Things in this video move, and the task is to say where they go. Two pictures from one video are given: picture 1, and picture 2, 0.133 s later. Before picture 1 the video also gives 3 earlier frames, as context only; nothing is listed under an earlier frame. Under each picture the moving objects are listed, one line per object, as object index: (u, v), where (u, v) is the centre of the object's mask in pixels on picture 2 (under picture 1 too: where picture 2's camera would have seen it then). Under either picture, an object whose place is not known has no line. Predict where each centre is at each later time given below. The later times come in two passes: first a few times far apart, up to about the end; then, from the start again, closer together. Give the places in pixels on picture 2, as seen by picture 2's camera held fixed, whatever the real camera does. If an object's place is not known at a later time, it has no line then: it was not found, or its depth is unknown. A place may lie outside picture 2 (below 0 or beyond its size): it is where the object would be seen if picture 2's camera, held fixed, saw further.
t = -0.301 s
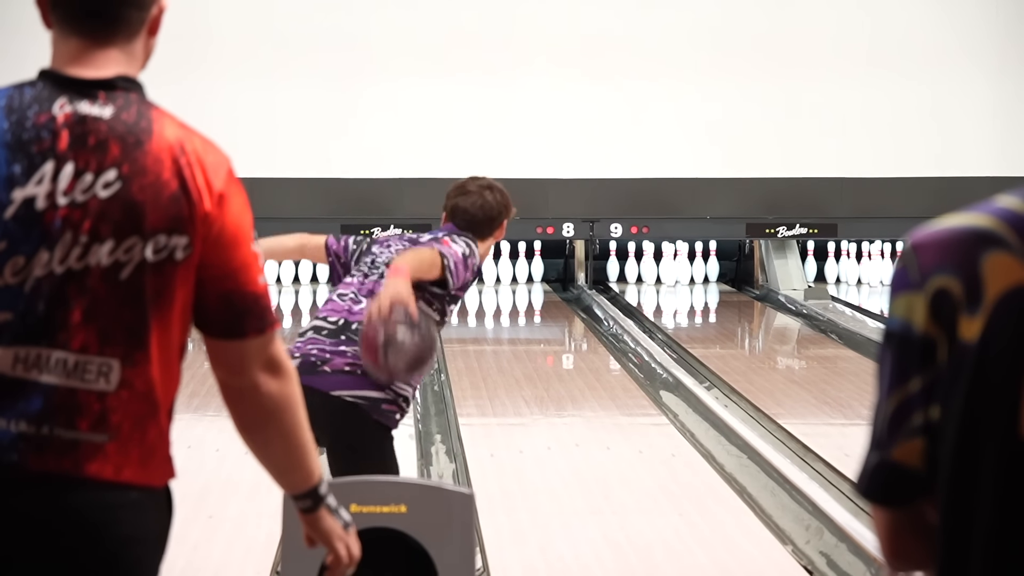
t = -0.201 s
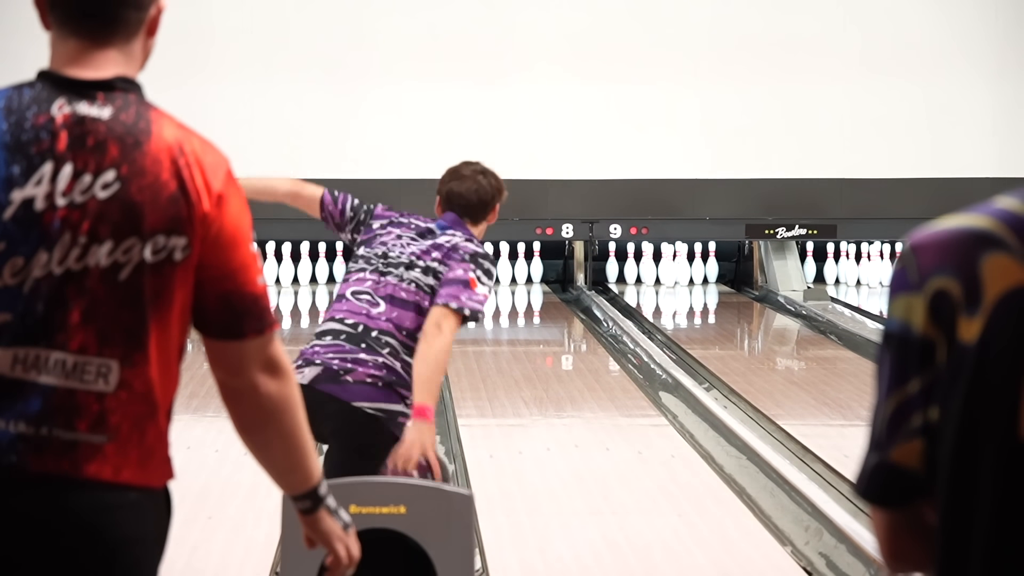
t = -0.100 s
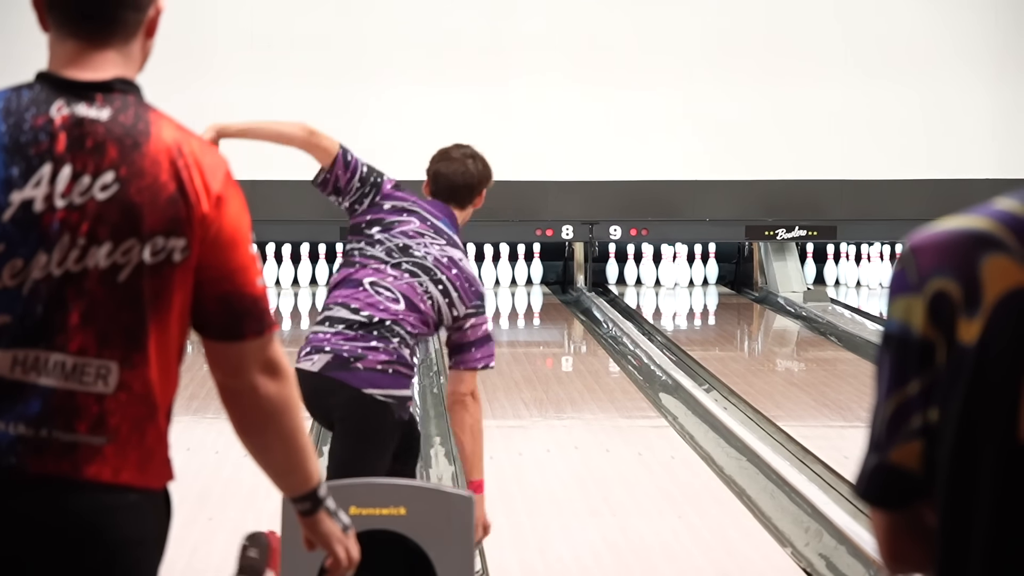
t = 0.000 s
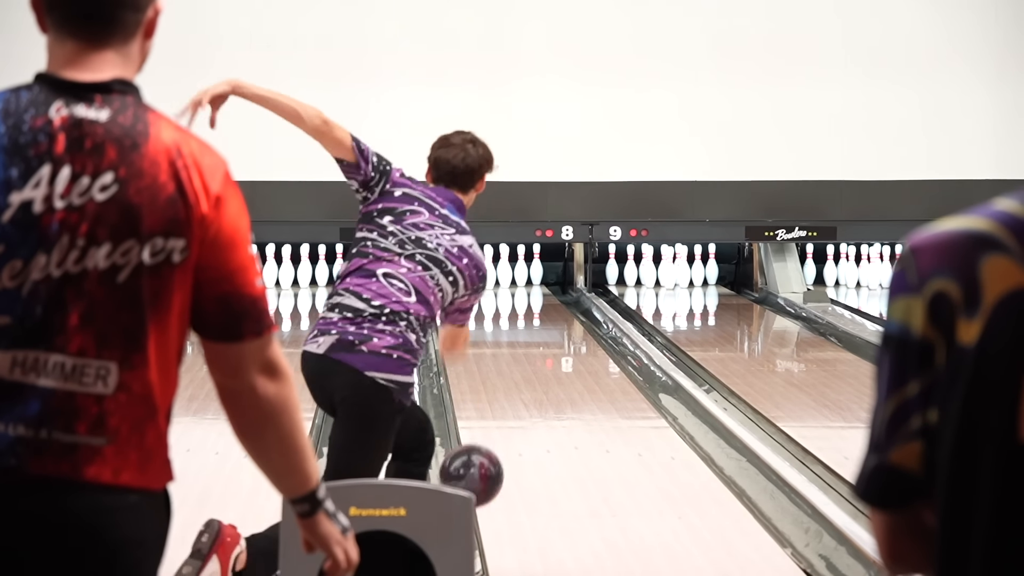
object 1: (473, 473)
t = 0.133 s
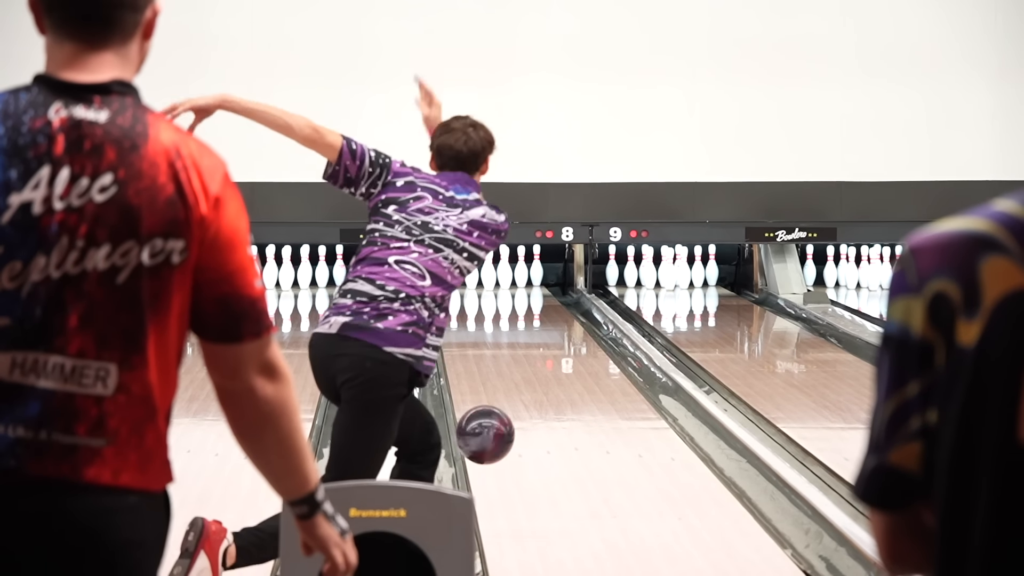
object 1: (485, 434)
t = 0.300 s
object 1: (499, 452)
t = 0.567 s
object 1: (516, 428)
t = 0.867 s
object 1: (530, 389)
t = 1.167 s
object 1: (539, 358)
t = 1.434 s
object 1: (543, 336)
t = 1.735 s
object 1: (546, 316)
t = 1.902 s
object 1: (544, 307)
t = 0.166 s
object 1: (488, 432)
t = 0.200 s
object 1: (491, 433)
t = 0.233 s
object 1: (494, 437)
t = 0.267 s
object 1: (496, 443)
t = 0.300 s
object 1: (499, 452)
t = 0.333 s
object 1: (501, 463)
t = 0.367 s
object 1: (504, 461)
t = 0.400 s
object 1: (506, 454)
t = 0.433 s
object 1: (508, 450)
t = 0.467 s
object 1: (510, 444)
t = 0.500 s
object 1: (513, 439)
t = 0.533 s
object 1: (514, 433)
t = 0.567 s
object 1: (516, 428)
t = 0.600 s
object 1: (517, 425)
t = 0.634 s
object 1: (526, 418)
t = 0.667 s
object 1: (521, 414)
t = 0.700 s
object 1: (523, 410)
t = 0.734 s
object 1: (525, 406)
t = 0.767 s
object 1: (526, 401)
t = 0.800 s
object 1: (527, 397)
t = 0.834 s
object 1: (528, 393)
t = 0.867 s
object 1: (530, 389)
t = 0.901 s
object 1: (531, 386)
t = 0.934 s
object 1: (532, 382)
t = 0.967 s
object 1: (533, 378)
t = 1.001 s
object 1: (534, 374)
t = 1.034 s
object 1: (535, 371)
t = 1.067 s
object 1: (536, 368)
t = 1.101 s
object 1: (537, 364)
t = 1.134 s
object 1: (538, 361)
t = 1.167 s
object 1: (539, 358)
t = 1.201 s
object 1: (539, 355)
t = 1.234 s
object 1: (540, 352)
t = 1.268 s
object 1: (541, 350)
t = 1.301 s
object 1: (541, 347)
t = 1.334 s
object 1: (542, 344)
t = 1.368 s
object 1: (542, 341)
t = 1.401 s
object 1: (543, 338)
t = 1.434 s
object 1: (543, 336)
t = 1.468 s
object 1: (544, 333)
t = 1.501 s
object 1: (544, 331)
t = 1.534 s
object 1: (545, 329)
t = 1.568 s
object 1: (547, 326)
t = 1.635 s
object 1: (545, 323)
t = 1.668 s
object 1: (546, 320)
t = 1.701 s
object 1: (545, 318)
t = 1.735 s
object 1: (546, 316)
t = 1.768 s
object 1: (545, 314)
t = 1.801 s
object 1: (545, 312)
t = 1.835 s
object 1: (545, 310)
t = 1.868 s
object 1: (544, 308)
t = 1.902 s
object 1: (544, 307)
